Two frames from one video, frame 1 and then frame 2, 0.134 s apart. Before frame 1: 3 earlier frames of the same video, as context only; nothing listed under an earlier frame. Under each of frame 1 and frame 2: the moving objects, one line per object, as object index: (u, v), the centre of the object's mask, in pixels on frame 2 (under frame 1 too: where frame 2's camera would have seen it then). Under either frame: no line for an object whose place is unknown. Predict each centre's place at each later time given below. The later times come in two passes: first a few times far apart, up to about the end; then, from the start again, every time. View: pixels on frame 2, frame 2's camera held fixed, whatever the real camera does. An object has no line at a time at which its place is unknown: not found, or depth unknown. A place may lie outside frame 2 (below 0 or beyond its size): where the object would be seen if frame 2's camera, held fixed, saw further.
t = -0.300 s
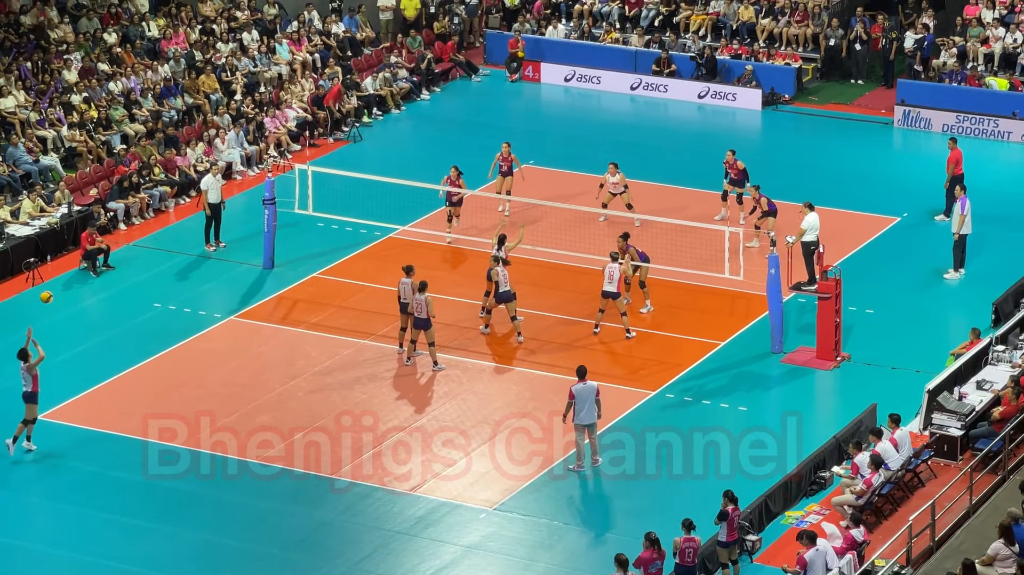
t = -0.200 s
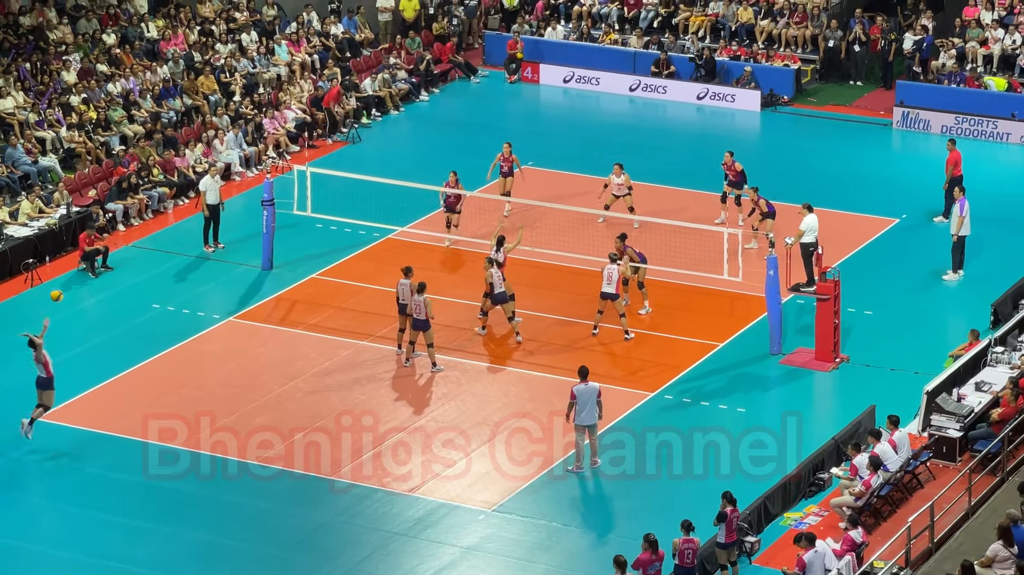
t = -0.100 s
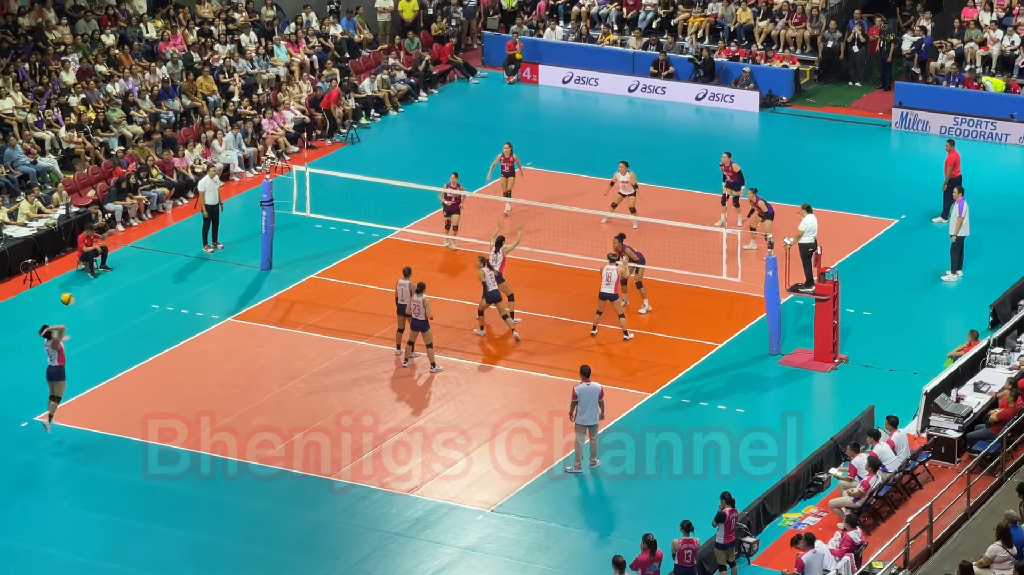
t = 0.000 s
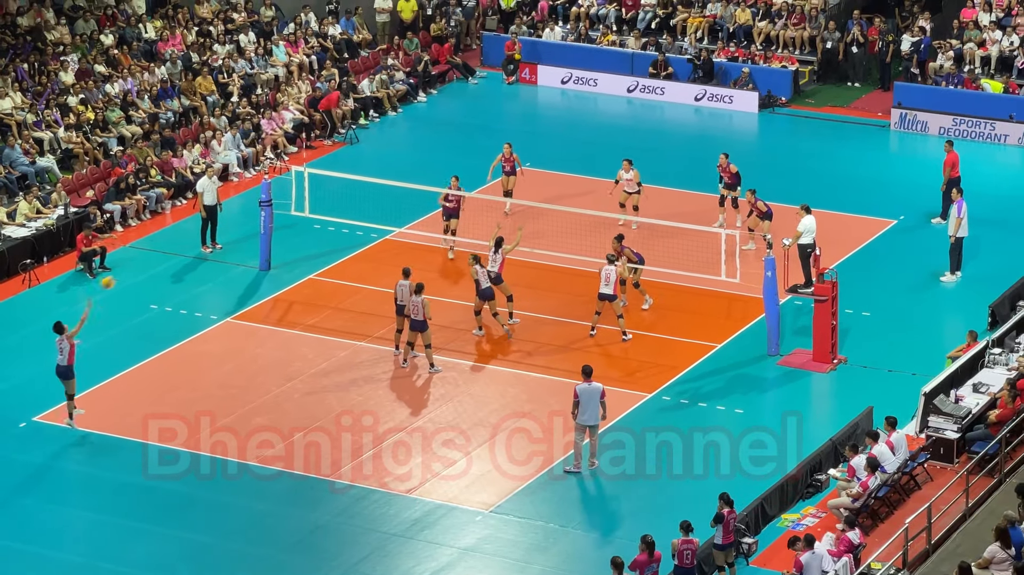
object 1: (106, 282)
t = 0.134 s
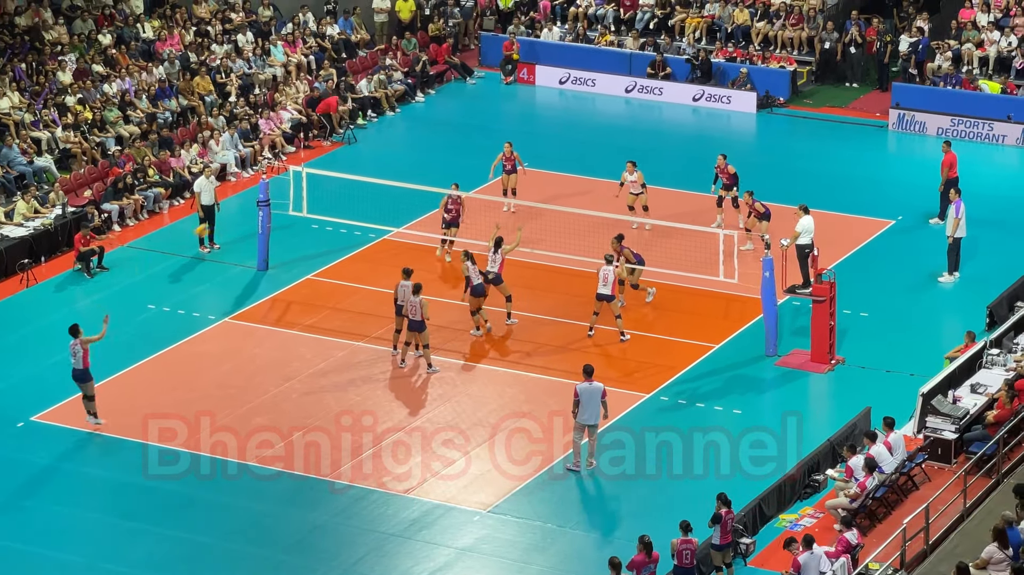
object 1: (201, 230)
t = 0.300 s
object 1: (312, 182)
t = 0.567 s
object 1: (463, 144)
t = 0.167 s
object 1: (225, 219)
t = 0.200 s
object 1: (247, 209)
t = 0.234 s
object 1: (269, 199)
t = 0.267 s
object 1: (290, 191)
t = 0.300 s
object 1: (312, 182)
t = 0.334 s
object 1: (332, 175)
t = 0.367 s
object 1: (353, 168)
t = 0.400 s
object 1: (372, 163)
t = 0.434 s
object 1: (391, 158)
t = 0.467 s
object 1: (409, 154)
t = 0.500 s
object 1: (428, 150)
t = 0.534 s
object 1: (445, 147)
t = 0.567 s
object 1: (463, 144)
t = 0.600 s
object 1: (480, 142)
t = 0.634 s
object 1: (497, 140)
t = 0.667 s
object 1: (513, 139)
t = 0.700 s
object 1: (528, 137)
